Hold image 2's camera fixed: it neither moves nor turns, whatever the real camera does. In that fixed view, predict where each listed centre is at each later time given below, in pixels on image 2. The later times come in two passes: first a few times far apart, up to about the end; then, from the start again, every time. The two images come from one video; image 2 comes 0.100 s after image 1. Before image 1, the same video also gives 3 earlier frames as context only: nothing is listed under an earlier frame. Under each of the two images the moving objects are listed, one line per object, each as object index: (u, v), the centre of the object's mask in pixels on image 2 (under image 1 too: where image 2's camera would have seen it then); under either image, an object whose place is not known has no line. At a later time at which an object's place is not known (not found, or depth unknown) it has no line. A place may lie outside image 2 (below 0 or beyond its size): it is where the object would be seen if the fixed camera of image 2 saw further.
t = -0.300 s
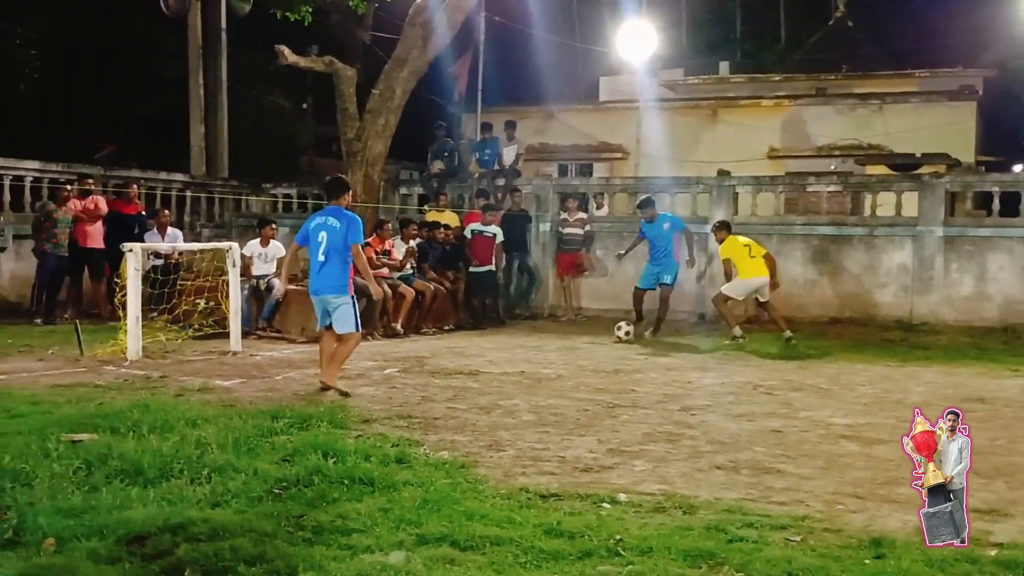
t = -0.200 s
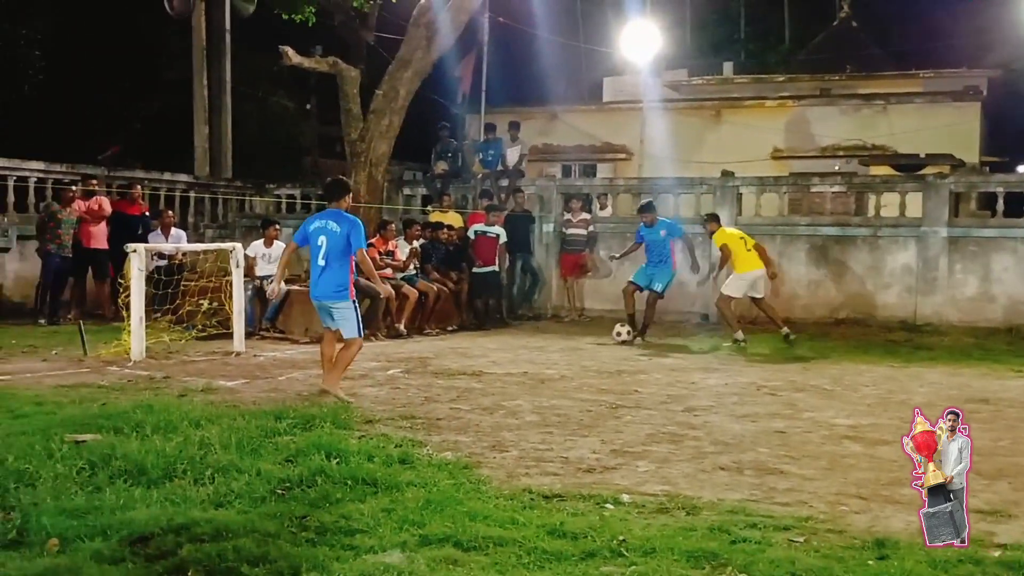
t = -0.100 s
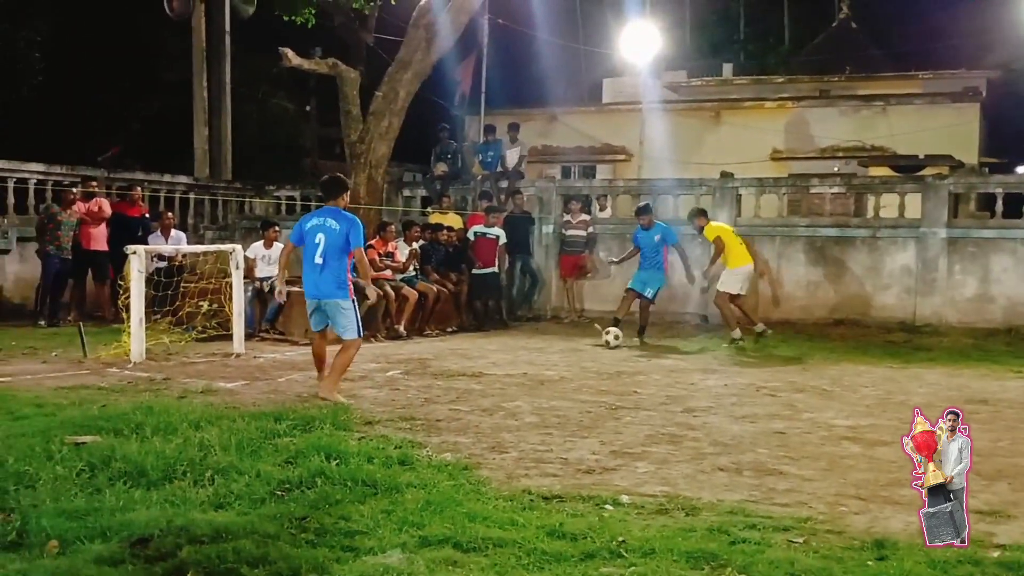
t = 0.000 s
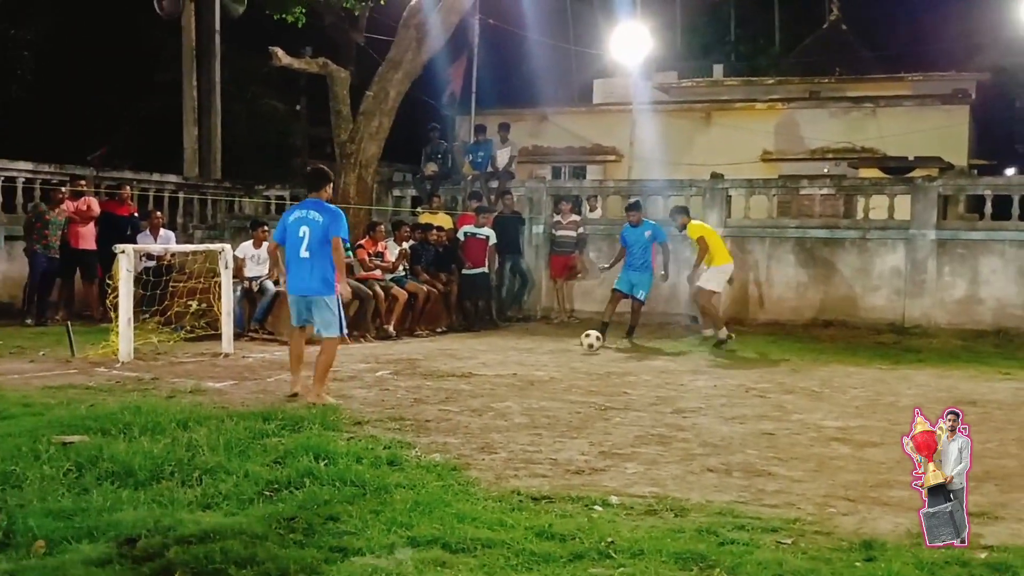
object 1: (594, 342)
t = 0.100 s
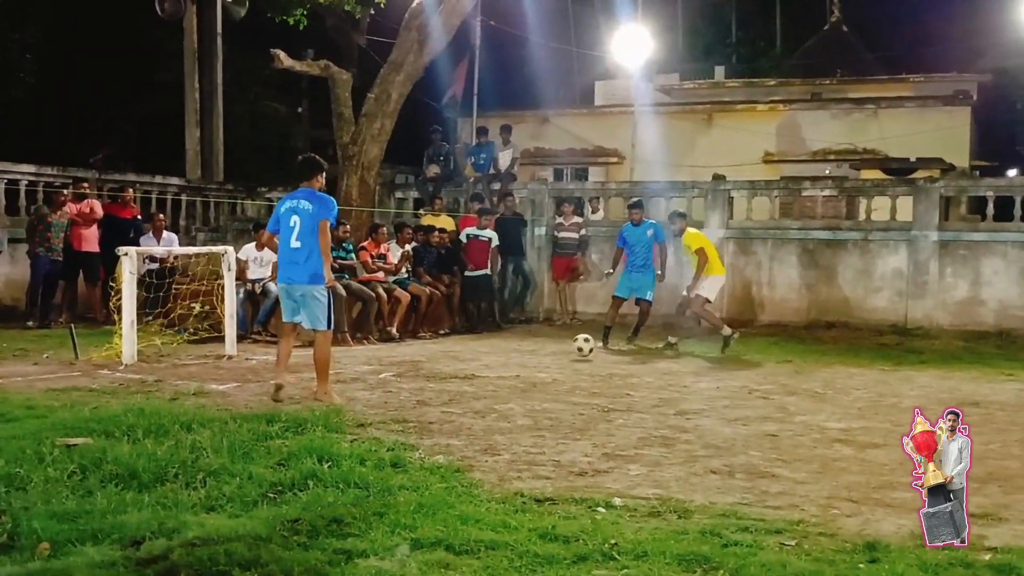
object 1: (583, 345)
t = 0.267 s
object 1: (564, 352)
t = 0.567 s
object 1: (528, 363)
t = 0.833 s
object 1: (493, 378)
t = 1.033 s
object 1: (462, 391)
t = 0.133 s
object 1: (579, 346)
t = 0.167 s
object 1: (576, 349)
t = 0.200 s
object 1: (572, 352)
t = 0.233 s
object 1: (568, 352)
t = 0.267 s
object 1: (564, 352)
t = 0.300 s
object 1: (560, 355)
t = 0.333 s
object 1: (556, 357)
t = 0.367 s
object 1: (552, 356)
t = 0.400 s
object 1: (549, 357)
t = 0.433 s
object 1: (544, 359)
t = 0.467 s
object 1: (540, 361)
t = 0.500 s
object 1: (535, 363)
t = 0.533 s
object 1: (532, 362)
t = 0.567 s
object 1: (528, 363)
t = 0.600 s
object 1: (524, 365)
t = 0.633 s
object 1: (519, 368)
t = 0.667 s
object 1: (515, 370)
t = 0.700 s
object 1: (511, 371)
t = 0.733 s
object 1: (507, 372)
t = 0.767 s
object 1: (502, 375)
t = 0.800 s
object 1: (497, 378)
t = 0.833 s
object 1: (493, 378)
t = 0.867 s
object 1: (489, 379)
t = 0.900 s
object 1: (483, 381)
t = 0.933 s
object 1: (478, 385)
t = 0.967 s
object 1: (473, 387)
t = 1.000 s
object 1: (467, 389)
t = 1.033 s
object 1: (462, 391)
